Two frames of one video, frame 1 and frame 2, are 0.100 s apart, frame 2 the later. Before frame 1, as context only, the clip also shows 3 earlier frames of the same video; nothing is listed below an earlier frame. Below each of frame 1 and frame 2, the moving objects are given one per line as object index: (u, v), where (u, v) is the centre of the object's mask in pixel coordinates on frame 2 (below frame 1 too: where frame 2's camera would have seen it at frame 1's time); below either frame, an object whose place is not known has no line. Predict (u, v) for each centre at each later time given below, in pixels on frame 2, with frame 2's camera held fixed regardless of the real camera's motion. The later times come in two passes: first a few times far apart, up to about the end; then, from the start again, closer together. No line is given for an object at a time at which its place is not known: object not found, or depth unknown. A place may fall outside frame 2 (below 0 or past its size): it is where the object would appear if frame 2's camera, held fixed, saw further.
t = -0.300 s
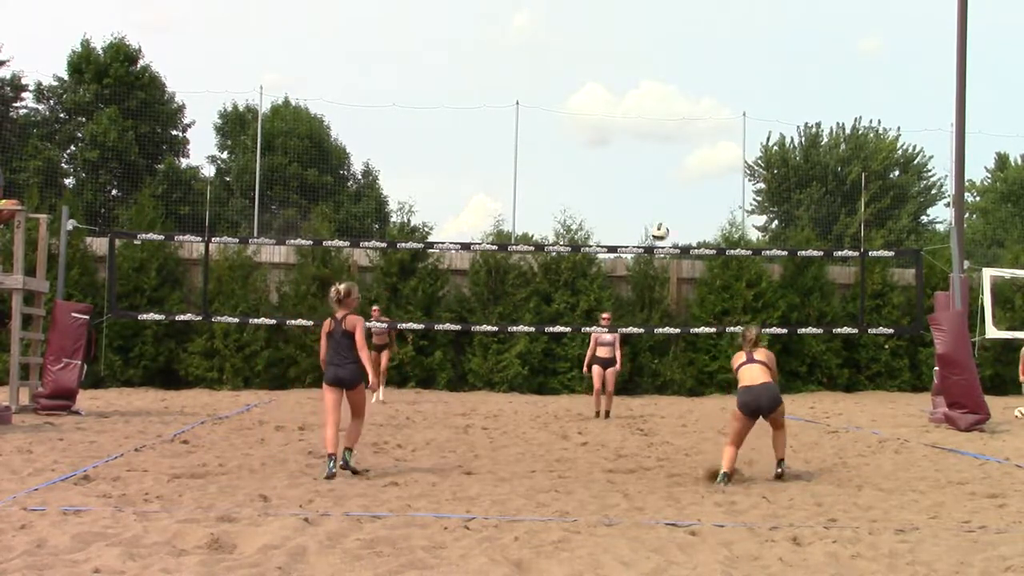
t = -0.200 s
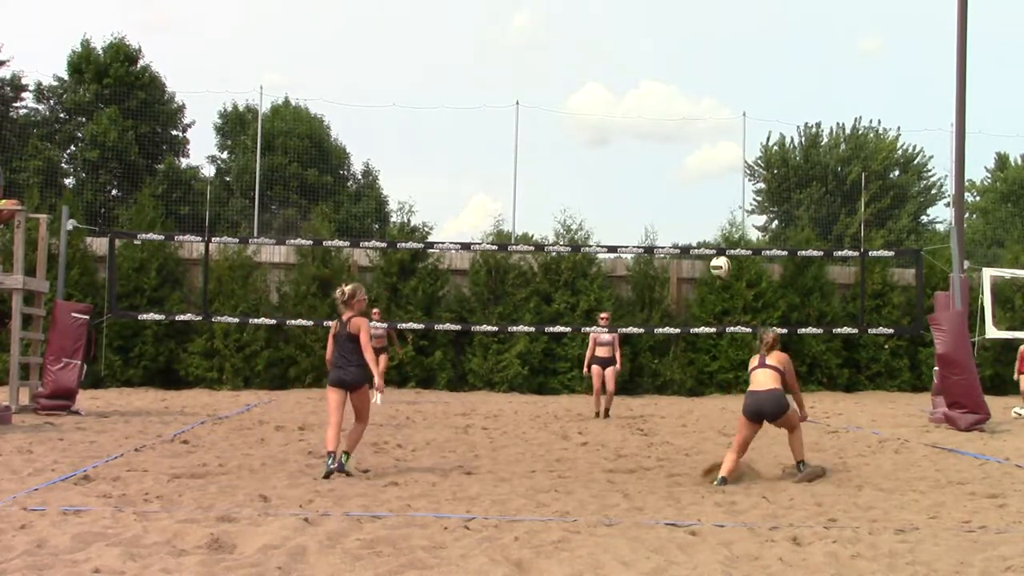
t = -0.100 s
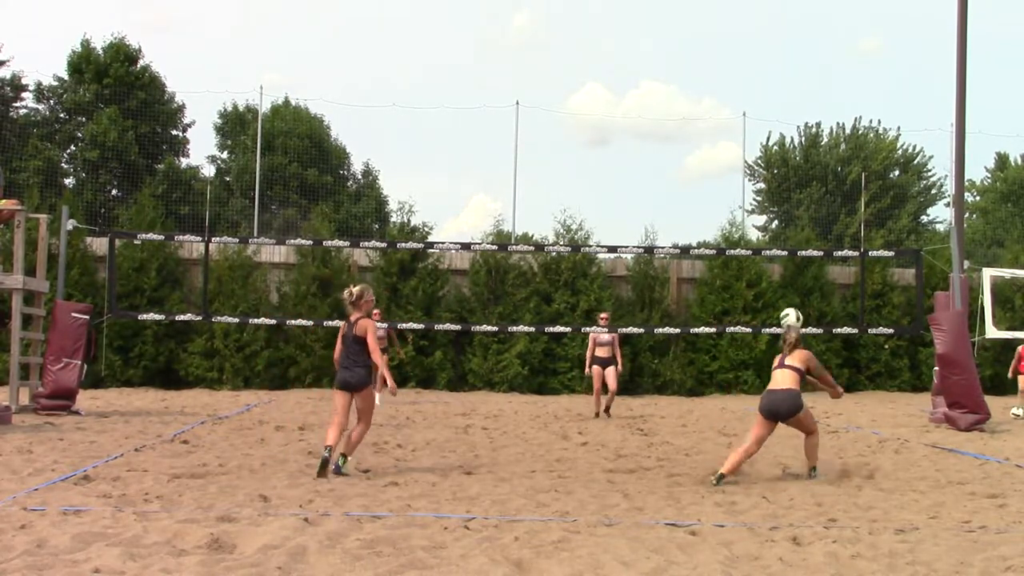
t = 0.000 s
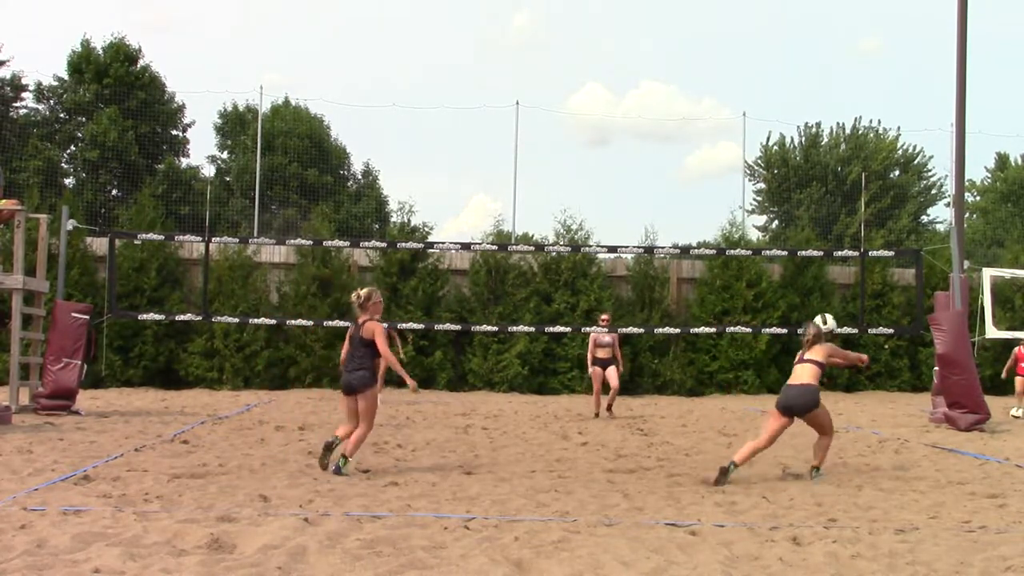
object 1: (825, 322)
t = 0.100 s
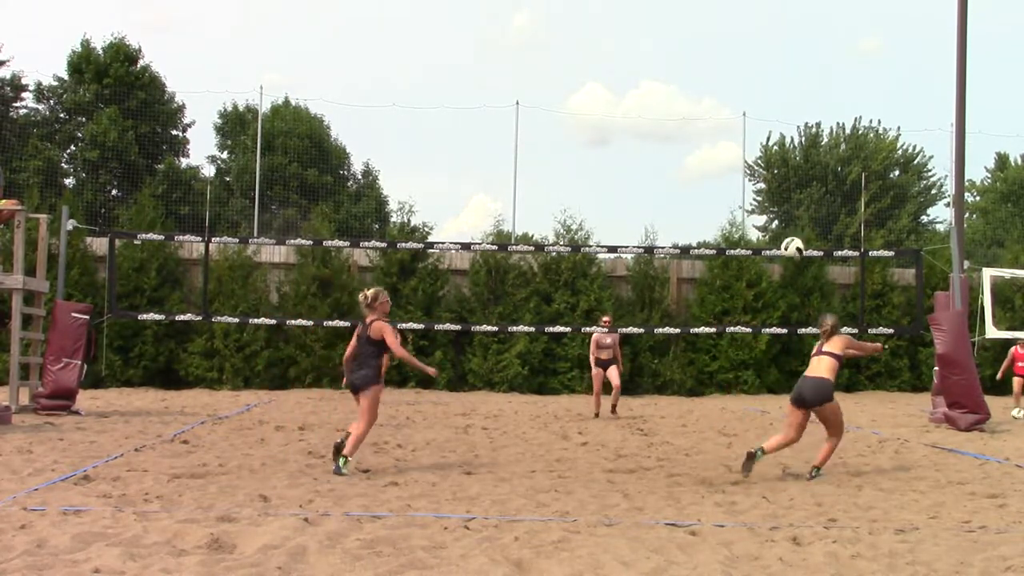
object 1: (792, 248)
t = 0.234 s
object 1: (752, 169)
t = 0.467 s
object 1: (687, 85)
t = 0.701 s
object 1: (628, 57)
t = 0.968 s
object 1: (569, 84)
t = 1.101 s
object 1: (543, 120)
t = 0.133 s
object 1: (782, 226)
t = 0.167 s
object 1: (771, 206)
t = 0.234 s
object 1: (752, 169)
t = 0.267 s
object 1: (742, 152)
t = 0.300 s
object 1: (732, 137)
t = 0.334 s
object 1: (722, 124)
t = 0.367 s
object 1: (713, 113)
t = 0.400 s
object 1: (704, 103)
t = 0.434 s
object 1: (695, 92)
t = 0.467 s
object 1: (687, 85)
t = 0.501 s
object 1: (677, 78)
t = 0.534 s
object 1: (668, 71)
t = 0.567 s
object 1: (660, 66)
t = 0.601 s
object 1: (652, 62)
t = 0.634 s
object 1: (644, 60)
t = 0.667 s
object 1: (636, 58)
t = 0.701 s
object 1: (628, 57)
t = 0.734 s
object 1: (621, 57)
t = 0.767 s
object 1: (613, 59)
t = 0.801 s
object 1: (606, 61)
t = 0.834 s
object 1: (598, 63)
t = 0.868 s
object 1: (591, 67)
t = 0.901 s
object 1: (583, 73)
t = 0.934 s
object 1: (577, 78)
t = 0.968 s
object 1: (569, 84)
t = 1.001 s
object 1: (563, 93)
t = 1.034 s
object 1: (555, 100)
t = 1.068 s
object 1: (548, 109)
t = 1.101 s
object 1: (543, 120)
